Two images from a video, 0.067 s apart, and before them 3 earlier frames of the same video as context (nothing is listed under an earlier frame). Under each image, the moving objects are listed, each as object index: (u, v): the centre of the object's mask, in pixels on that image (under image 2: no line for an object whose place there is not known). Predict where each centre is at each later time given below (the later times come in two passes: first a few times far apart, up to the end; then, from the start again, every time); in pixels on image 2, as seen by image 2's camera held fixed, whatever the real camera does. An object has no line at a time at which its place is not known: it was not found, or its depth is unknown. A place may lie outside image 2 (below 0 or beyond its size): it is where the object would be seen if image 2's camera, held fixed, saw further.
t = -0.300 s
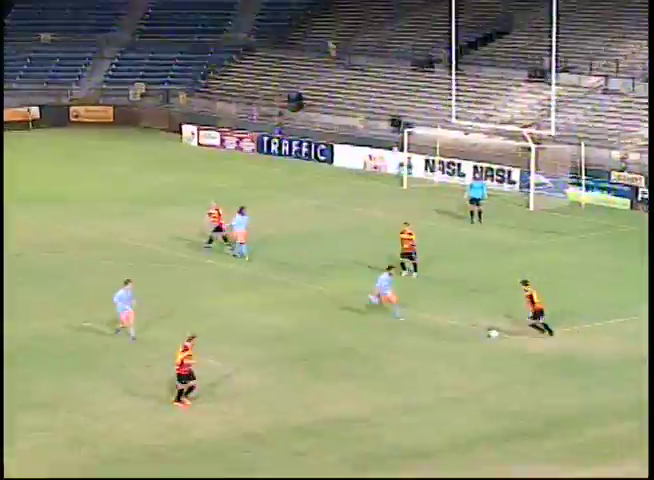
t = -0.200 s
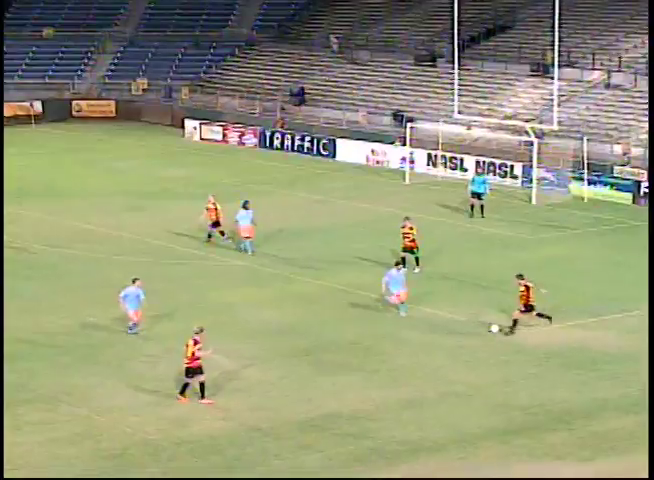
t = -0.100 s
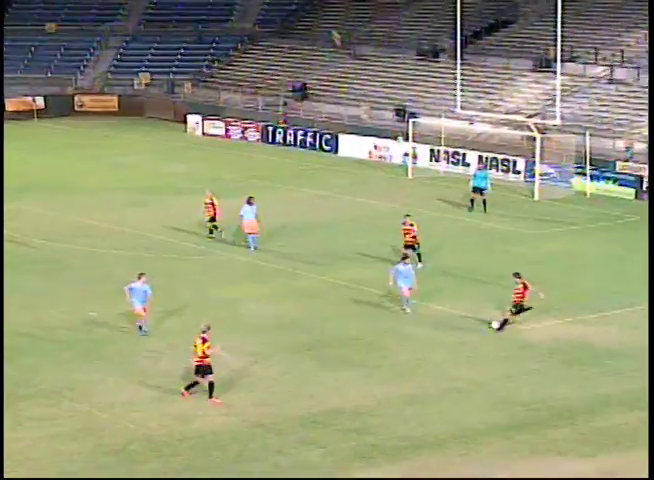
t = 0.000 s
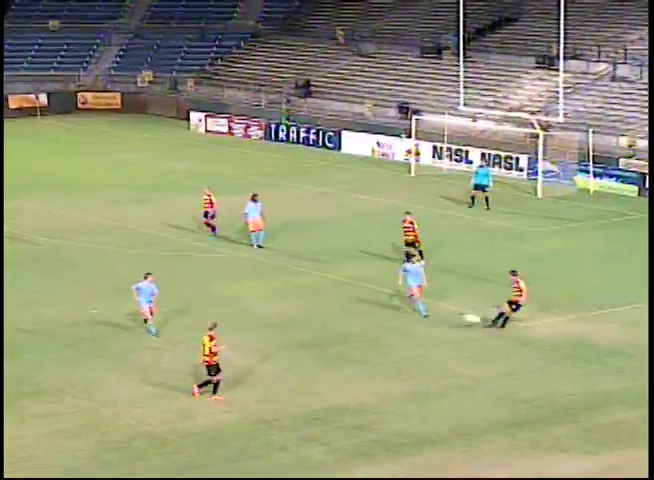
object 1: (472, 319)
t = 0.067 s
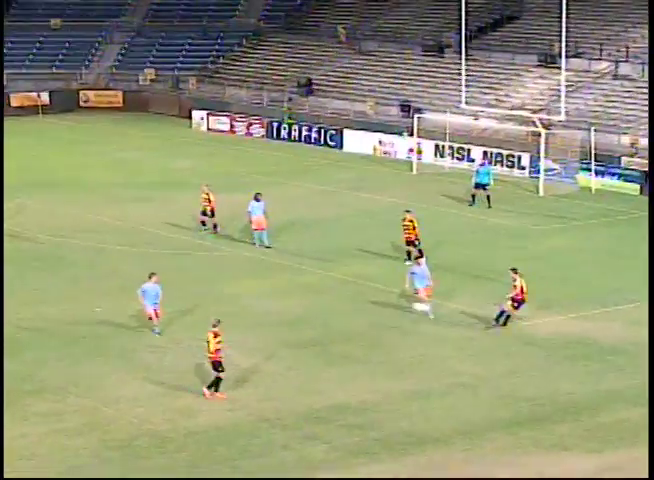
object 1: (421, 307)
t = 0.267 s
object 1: (261, 280)
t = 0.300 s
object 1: (234, 277)
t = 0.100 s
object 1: (395, 302)
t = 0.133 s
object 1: (367, 297)
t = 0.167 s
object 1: (340, 293)
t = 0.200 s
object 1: (315, 289)
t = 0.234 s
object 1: (287, 285)
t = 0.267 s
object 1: (261, 280)
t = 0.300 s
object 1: (234, 277)
